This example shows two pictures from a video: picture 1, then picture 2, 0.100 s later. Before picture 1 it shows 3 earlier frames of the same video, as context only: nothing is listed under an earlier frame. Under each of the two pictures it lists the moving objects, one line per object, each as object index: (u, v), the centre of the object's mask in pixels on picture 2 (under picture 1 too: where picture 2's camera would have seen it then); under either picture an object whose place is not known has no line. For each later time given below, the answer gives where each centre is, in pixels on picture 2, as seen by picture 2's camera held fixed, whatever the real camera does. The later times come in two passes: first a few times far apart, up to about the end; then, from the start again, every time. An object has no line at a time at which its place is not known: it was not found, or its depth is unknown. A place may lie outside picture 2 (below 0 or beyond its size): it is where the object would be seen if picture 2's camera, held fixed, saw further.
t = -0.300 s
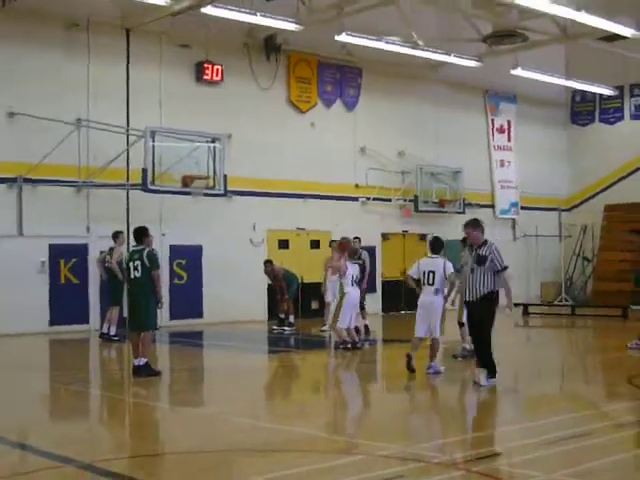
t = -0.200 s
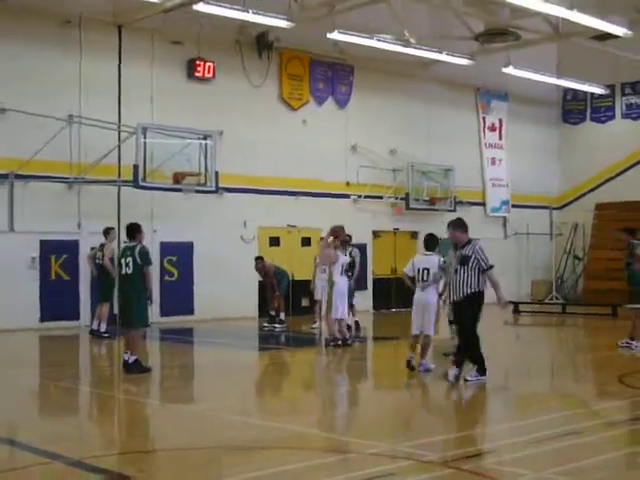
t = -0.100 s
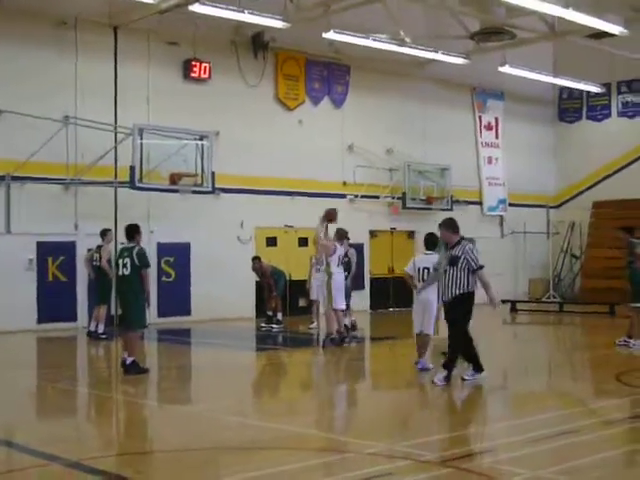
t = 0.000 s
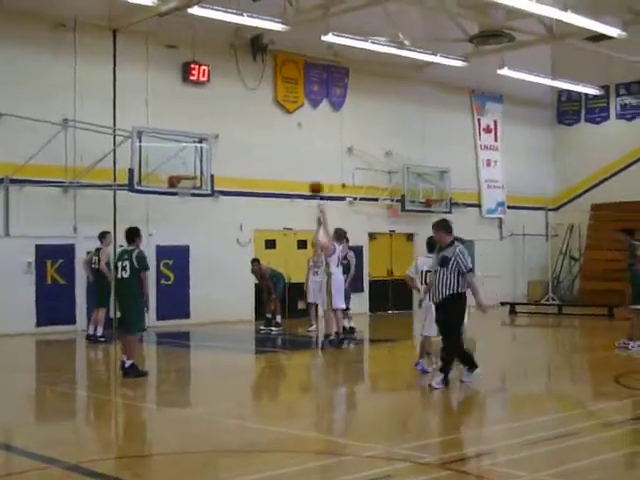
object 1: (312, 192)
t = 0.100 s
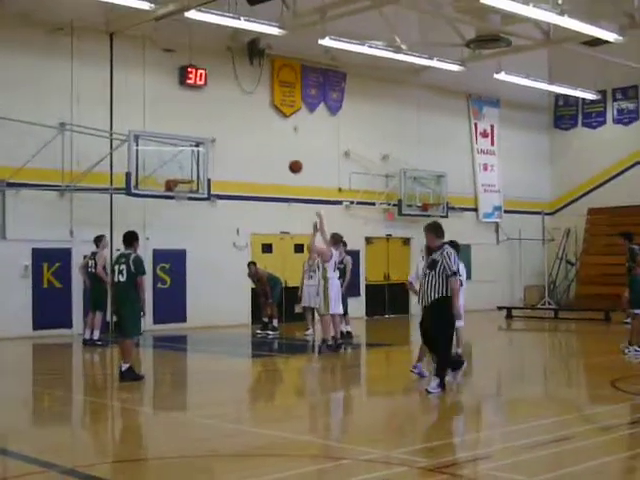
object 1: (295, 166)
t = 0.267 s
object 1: (268, 138)
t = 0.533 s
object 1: (229, 128)
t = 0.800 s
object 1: (194, 156)
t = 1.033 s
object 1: (174, 189)
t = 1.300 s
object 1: (182, 201)
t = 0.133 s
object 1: (289, 159)
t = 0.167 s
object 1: (284, 152)
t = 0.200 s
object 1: (279, 147)
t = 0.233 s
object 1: (273, 142)
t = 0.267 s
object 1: (268, 138)
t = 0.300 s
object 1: (263, 134)
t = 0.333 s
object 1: (258, 132)
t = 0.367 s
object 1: (253, 129)
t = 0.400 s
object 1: (248, 128)
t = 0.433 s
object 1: (243, 127)
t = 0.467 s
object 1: (238, 127)
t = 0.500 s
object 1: (234, 127)
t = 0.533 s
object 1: (229, 128)
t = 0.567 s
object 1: (225, 129)
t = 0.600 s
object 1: (220, 131)
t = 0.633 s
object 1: (216, 134)
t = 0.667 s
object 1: (212, 137)
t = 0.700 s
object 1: (208, 140)
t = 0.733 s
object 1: (203, 145)
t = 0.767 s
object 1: (200, 150)
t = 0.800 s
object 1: (194, 156)
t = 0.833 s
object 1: (190, 161)
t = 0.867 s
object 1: (186, 167)
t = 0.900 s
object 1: (182, 174)
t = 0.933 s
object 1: (177, 181)
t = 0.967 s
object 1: (176, 189)
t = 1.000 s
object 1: (172, 188)
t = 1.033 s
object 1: (174, 189)
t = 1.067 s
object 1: (174, 189)
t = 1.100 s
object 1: (174, 188)
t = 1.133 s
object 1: (174, 188)
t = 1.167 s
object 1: (177, 190)
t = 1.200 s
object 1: (177, 190)
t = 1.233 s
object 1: (181, 196)
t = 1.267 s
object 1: (182, 199)
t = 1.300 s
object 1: (182, 201)
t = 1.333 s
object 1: (184, 208)
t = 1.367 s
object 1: (186, 213)
